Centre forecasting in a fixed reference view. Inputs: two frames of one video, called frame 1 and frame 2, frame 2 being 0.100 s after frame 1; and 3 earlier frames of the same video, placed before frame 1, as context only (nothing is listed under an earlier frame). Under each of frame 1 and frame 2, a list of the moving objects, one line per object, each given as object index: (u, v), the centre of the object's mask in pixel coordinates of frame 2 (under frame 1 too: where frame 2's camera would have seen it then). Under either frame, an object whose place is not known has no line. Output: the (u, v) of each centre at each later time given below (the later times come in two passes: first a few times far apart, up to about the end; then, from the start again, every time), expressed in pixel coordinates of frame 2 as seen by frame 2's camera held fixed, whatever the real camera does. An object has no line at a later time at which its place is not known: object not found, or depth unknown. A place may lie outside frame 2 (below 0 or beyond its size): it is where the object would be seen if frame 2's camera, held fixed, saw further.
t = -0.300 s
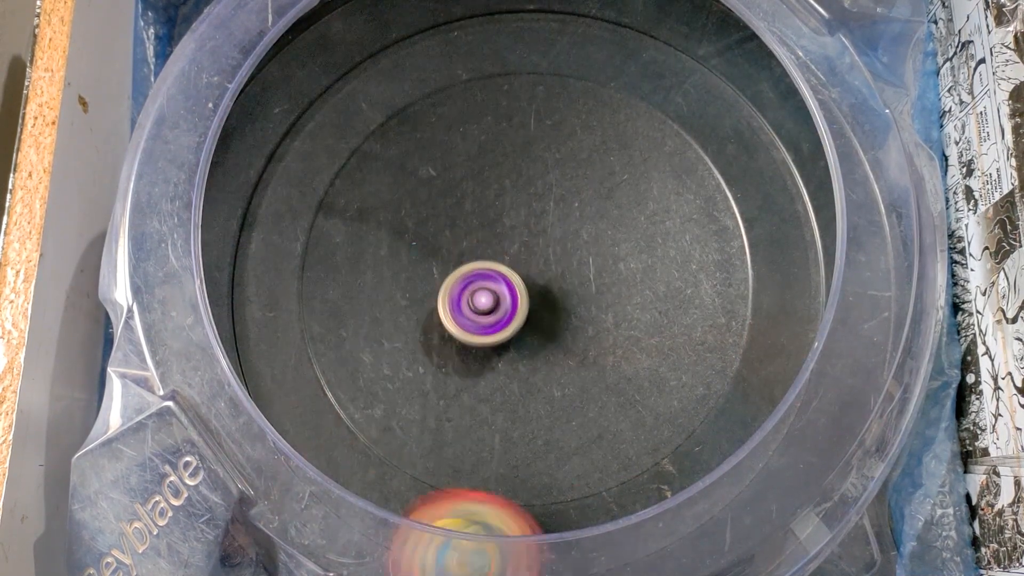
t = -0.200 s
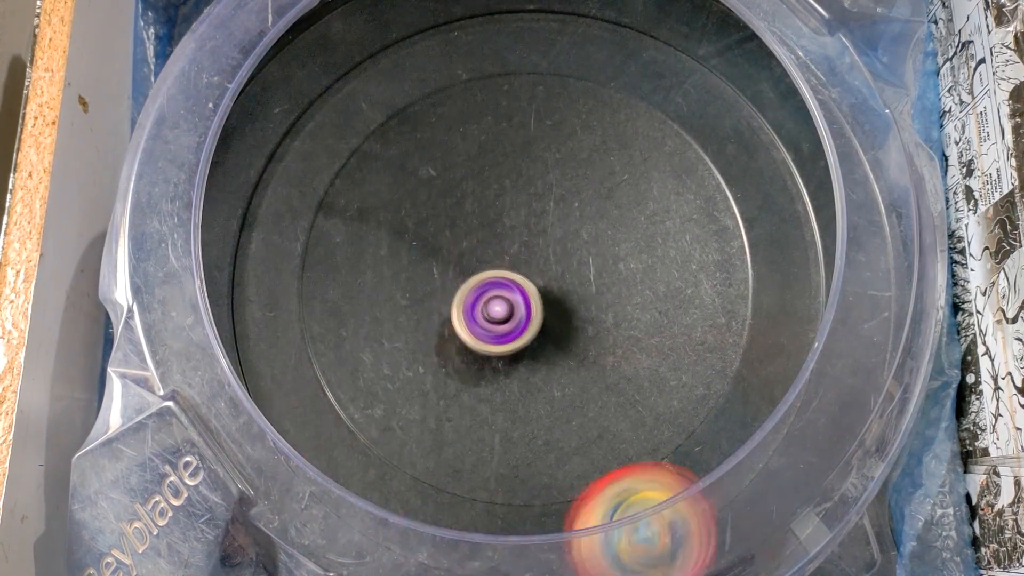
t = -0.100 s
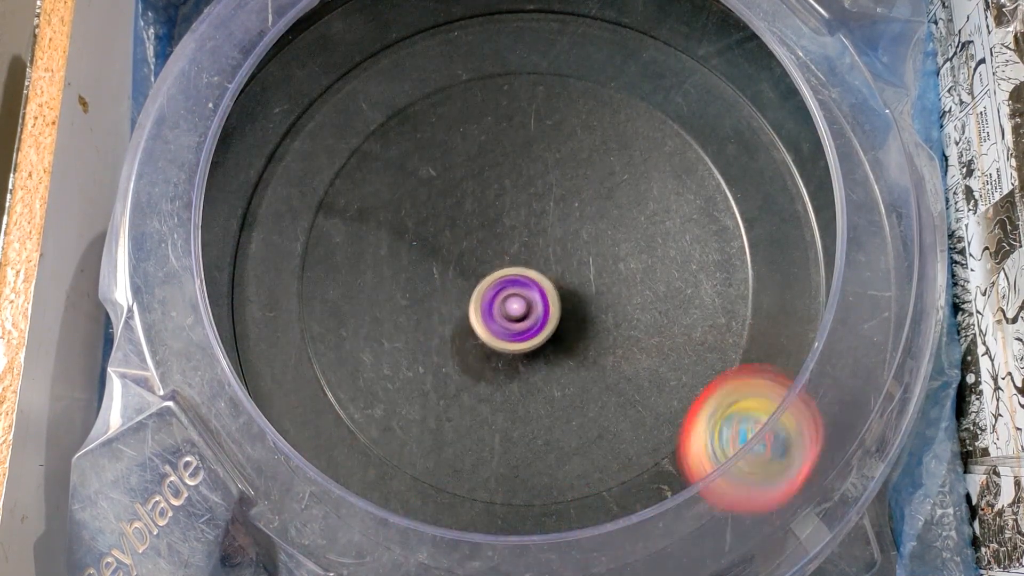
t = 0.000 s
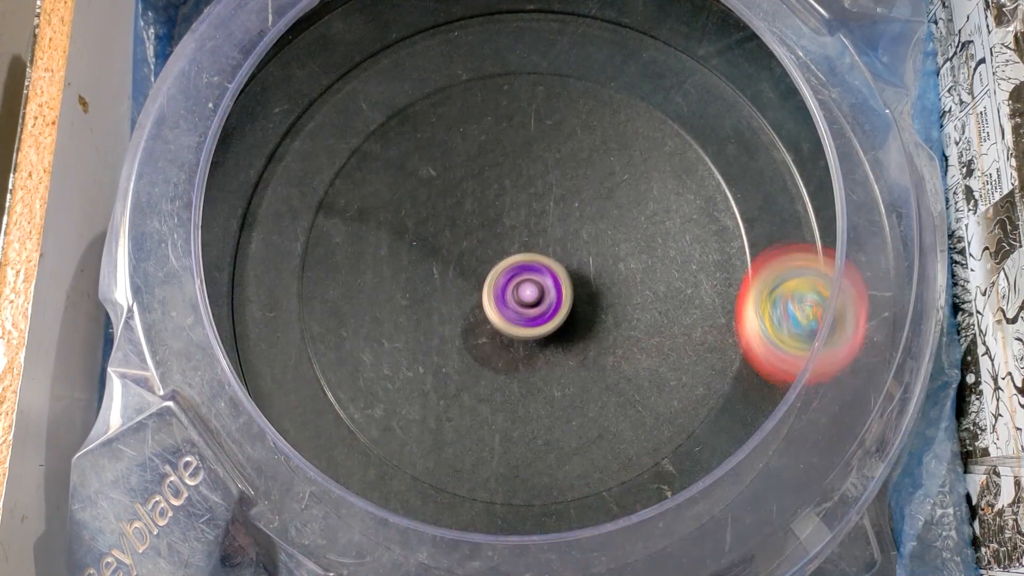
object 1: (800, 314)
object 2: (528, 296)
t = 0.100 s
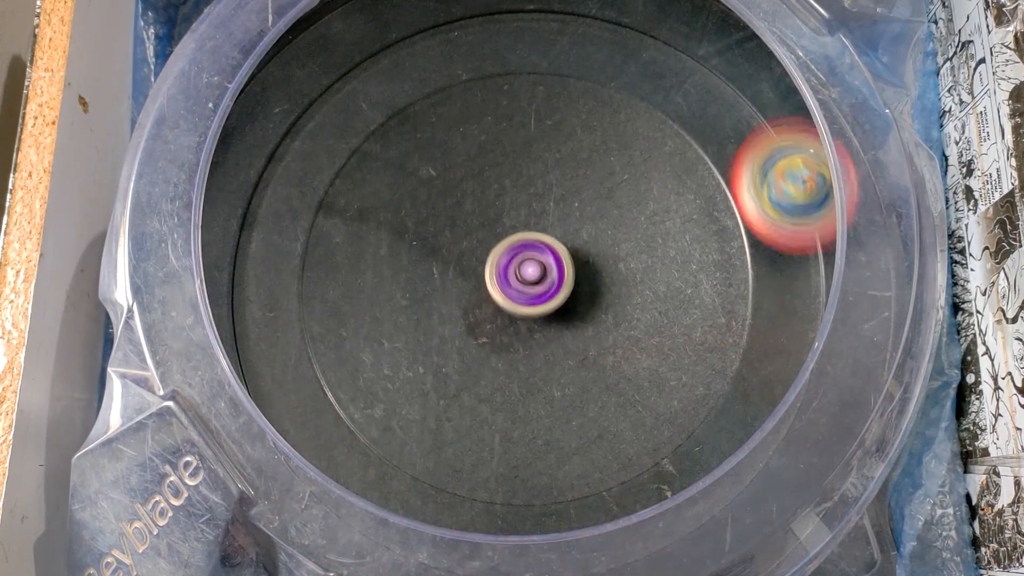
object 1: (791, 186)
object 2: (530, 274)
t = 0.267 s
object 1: (628, 31)
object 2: (508, 251)
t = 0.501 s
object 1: (287, 120)
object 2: (476, 267)
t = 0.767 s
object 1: (337, 503)
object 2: (508, 294)
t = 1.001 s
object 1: (722, 490)
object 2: (538, 263)
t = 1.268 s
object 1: (742, 97)
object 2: (511, 239)
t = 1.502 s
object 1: (412, 36)
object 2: (499, 267)
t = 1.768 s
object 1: (241, 346)
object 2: (534, 286)
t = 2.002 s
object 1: (506, 540)
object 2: (552, 267)
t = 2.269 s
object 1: (790, 366)
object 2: (529, 258)
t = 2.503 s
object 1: (742, 118)
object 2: (515, 279)
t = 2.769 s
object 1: (487, 28)
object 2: (531, 297)
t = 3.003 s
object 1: (262, 176)
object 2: (538, 285)
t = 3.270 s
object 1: (345, 505)
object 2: (517, 279)
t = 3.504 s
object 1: (681, 514)
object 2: (507, 295)
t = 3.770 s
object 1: (803, 212)
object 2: (521, 293)
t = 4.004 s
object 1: (629, 35)
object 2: (512, 277)
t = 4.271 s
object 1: (311, 93)
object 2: (497, 281)
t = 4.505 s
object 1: (247, 372)
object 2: (510, 284)
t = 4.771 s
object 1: (534, 538)
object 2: (512, 266)
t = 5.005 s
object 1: (752, 421)
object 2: (502, 270)
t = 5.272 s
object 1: (734, 157)
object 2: (521, 271)
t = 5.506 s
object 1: (538, 46)
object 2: (519, 260)
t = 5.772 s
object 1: (304, 119)
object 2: (520, 275)
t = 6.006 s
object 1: (246, 347)
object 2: (534, 271)
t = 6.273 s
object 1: (426, 516)
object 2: (526, 268)
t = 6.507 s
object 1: (648, 443)
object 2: (521, 281)
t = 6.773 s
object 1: (658, 149)
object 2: (529, 289)
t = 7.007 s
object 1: (413, 94)
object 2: (527, 282)
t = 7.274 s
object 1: (328, 349)
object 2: (512, 287)
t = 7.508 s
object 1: (571, 433)
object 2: (518, 294)
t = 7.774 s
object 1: (677, 175)
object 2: (516, 279)
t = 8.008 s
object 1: (465, 87)
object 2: (501, 281)
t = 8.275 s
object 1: (347, 310)
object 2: (512, 285)
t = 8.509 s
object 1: (556, 439)
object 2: (514, 271)
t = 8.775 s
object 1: (700, 218)
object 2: (506, 269)
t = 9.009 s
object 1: (498, 114)
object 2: (515, 275)
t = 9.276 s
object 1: (352, 316)
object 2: (521, 262)
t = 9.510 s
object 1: (533, 451)
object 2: (515, 272)
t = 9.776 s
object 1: (672, 241)
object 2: (531, 273)
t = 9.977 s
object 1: (518, 125)
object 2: (531, 269)
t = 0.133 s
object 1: (777, 147)
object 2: (528, 268)
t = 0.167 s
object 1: (751, 107)
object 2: (524, 262)
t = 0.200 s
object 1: (718, 69)
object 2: (519, 257)
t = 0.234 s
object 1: (677, 44)
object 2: (514, 253)
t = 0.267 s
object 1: (628, 31)
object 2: (508, 251)
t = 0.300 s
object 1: (572, 25)
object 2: (501, 250)
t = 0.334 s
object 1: (518, 24)
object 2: (495, 250)
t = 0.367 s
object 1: (461, 27)
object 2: (490, 252)
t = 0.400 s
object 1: (408, 35)
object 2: (485, 254)
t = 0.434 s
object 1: (364, 51)
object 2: (481, 257)
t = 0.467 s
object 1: (321, 80)
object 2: (478, 262)
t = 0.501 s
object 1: (287, 120)
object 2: (476, 267)
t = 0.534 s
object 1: (262, 164)
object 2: (476, 272)
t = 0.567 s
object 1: (248, 213)
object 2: (477, 278)
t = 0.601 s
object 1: (245, 264)
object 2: (480, 283)
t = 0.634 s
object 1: (251, 312)
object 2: (484, 288)
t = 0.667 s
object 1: (248, 372)
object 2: (488, 292)
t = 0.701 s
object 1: (271, 420)
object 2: (494, 294)
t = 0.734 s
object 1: (299, 466)
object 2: (501, 295)
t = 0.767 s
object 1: (337, 503)
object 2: (508, 294)
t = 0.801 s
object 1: (384, 525)
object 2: (516, 293)
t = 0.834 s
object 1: (442, 537)
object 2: (522, 290)
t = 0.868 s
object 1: (502, 541)
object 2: (528, 286)
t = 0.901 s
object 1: (561, 540)
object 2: (532, 280)
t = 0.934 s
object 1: (622, 533)
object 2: (536, 274)
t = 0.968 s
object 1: (676, 519)
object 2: (537, 269)
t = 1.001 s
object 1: (722, 490)
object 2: (538, 263)
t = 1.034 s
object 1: (762, 446)
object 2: (538, 257)
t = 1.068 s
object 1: (791, 396)
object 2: (537, 252)
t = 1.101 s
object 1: (808, 343)
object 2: (534, 247)
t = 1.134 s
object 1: (815, 288)
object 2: (530, 243)
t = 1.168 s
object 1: (810, 236)
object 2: (526, 240)
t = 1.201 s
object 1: (796, 185)
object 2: (521, 239)
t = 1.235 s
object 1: (770, 139)
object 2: (516, 238)
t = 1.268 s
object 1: (742, 97)
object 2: (511, 239)
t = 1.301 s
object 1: (707, 61)
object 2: (507, 241)
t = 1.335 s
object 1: (666, 40)
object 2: (504, 244)
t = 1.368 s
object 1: (618, 30)
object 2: (502, 248)
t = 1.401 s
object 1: (566, 24)
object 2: (500, 252)
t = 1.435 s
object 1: (514, 24)
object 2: (499, 257)
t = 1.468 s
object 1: (460, 27)
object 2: (499, 262)
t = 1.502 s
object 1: (412, 36)
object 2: (499, 267)
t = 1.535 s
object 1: (367, 48)
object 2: (501, 272)
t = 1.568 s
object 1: (327, 75)
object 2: (503, 276)
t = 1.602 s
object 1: (293, 111)
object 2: (507, 280)
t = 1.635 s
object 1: (268, 153)
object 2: (512, 283)
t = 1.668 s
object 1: (247, 197)
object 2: (517, 286)
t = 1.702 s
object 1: (245, 245)
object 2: (523, 287)
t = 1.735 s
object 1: (235, 296)
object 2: (529, 287)
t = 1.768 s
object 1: (241, 346)
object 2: (534, 286)
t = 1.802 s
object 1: (256, 394)
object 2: (538, 284)
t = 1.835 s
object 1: (282, 438)
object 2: (542, 282)
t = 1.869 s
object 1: (310, 479)
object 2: (546, 280)
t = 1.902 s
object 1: (351, 511)
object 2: (549, 277)
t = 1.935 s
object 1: (397, 528)
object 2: (552, 274)
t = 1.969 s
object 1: (451, 536)
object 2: (553, 270)
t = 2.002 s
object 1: (506, 540)
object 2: (552, 267)
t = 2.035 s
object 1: (564, 537)
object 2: (552, 264)
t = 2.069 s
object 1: (617, 531)
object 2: (550, 261)
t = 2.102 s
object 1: (660, 519)
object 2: (547, 259)
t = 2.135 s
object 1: (698, 500)
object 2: (544, 257)
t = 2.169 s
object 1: (729, 471)
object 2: (540, 256)
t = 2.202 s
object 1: (755, 439)
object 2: (537, 256)
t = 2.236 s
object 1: (776, 402)
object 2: (533, 257)
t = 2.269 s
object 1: (790, 366)
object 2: (529, 258)
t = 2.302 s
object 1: (799, 327)
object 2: (526, 260)
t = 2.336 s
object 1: (802, 289)
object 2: (523, 262)
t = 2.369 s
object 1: (799, 250)
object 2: (519, 264)
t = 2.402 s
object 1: (786, 214)
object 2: (517, 268)
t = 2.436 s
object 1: (777, 181)
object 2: (515, 271)
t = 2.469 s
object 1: (763, 149)
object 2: (515, 275)
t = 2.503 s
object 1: (742, 118)
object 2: (515, 279)
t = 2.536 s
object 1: (718, 92)
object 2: (515, 283)
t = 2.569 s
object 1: (690, 68)
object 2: (516, 287)
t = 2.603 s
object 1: (661, 51)
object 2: (517, 290)
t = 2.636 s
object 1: (629, 40)
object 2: (520, 293)
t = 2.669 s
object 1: (597, 33)
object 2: (522, 296)
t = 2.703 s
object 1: (560, 29)
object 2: (525, 297)
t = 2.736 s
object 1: (525, 27)
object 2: (528, 297)
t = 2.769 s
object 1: (487, 28)
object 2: (531, 297)
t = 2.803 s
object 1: (451, 30)
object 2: (533, 296)
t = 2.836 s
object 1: (412, 37)
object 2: (535, 295)
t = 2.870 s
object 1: (375, 49)
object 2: (537, 293)
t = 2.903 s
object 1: (339, 72)
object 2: (538, 292)
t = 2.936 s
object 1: (306, 102)
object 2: (538, 289)
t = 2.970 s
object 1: (280, 136)
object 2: (538, 287)
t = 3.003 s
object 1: (262, 176)
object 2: (538, 285)
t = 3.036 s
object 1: (250, 217)
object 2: (536, 283)
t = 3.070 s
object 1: (246, 259)
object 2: (534, 281)
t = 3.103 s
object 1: (250, 301)
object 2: (532, 280)
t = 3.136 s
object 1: (245, 351)
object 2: (529, 279)
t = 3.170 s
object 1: (260, 393)
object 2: (526, 278)
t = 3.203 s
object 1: (281, 434)
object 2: (524, 278)
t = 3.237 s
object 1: (309, 472)
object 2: (520, 278)
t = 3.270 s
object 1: (345, 505)
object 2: (517, 279)
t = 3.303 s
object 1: (386, 523)
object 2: (514, 280)
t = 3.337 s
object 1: (434, 533)
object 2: (511, 282)
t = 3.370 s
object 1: (484, 538)
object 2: (508, 284)
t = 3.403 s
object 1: (536, 539)
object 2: (507, 287)
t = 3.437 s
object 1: (586, 536)
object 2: (506, 290)
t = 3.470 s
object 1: (635, 528)
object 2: (506, 293)
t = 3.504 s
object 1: (681, 514)
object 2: (507, 295)
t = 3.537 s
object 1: (719, 489)
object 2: (508, 297)
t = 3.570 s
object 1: (752, 455)
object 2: (510, 298)
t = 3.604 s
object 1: (778, 416)
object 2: (513, 299)
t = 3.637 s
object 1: (797, 377)
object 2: (515, 299)
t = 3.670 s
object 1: (809, 336)
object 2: (517, 298)
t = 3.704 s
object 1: (813, 294)
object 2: (519, 297)
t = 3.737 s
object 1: (811, 252)
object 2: (520, 295)
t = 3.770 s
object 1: (803, 212)
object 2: (521, 293)
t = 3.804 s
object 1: (783, 177)
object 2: (521, 291)
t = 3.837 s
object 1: (770, 144)
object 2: (521, 288)
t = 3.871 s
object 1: (750, 112)
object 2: (520, 285)
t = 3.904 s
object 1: (728, 84)
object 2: (519, 282)
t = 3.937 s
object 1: (700, 60)
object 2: (517, 280)
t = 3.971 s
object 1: (666, 44)
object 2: (515, 278)
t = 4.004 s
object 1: (629, 35)
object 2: (512, 277)
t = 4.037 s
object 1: (587, 29)
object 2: (509, 275)
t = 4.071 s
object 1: (544, 26)
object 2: (507, 275)
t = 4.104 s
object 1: (500, 26)
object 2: (504, 275)
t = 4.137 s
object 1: (457, 29)
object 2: (502, 276)
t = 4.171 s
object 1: (416, 35)
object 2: (500, 277)
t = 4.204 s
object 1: (378, 46)
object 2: (498, 278)
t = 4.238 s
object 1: (343, 65)
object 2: (498, 279)
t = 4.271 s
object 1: (311, 93)
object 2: (497, 281)
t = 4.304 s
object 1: (284, 125)
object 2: (498, 283)
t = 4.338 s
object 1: (264, 162)
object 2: (499, 285)
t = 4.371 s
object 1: (250, 200)
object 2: (500, 286)
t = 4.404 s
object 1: (244, 240)
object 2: (503, 286)
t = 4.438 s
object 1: (244, 281)
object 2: (505, 286)
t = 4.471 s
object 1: (236, 327)
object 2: (508, 285)
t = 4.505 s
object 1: (247, 372)
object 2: (510, 284)
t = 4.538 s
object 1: (266, 412)
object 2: (512, 282)
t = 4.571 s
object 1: (287, 451)
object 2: (513, 280)
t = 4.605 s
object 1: (315, 485)
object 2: (514, 277)
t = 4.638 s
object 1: (351, 511)
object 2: (514, 274)
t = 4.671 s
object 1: (392, 526)
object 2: (514, 271)
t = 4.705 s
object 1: (440, 535)
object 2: (514, 269)
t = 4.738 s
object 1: (486, 538)
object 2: (513, 267)
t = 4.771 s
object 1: (534, 538)
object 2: (512, 266)
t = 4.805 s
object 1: (577, 535)
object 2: (510, 265)
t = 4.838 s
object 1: (616, 529)
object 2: (508, 265)
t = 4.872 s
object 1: (650, 519)
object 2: (506, 265)
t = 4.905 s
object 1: (682, 505)
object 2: (504, 266)
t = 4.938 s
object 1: (709, 479)
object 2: (503, 267)
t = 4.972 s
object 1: (732, 451)
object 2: (502, 269)
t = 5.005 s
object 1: (752, 421)
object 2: (502, 270)
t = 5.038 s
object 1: (767, 387)
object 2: (503, 272)
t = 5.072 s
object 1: (776, 354)
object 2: (505, 273)
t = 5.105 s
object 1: (780, 319)
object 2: (508, 274)
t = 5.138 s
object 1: (778, 284)
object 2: (510, 275)
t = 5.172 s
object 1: (774, 250)
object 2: (513, 275)
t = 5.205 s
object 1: (766, 218)
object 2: (516, 274)
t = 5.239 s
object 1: (752, 187)
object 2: (519, 273)
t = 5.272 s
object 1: (734, 157)
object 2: (521, 271)
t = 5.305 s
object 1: (713, 131)
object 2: (523, 269)
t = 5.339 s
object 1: (688, 107)
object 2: (524, 266)
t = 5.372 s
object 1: (661, 87)
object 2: (524, 264)
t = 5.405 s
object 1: (631, 71)
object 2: (523, 261)
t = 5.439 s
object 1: (602, 59)
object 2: (523, 260)
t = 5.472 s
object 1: (571, 50)
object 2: (521, 260)
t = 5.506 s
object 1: (538, 46)
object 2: (519, 260)
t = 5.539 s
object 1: (505, 44)
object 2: (517, 261)
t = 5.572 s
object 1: (473, 45)
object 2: (515, 262)
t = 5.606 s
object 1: (442, 49)
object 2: (514, 264)
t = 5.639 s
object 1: (411, 55)
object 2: (514, 266)
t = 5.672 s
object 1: (381, 67)
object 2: (514, 269)
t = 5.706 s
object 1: (353, 82)
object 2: (515, 272)
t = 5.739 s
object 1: (328, 99)
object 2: (517, 273)
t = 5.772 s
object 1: (304, 119)
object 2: (520, 275)
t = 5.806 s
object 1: (282, 142)
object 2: (523, 275)
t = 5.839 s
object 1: (266, 167)
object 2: (525, 275)
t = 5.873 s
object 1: (254, 196)
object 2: (528, 275)
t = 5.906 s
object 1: (246, 230)
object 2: (530, 274)
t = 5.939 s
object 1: (246, 268)
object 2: (531, 273)
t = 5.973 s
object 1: (250, 303)
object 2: (532, 272)
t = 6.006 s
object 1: (246, 347)
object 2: (534, 271)
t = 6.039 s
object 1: (257, 383)
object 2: (534, 269)
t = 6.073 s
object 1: (272, 414)
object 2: (535, 268)
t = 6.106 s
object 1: (292, 440)
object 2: (534, 268)
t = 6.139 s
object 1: (313, 461)
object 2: (533, 267)
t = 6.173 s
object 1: (337, 482)
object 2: (531, 267)
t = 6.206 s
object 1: (365, 497)
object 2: (530, 267)
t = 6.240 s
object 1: (394, 510)
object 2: (528, 267)
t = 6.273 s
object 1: (426, 516)
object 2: (526, 268)
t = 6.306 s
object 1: (459, 518)
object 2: (525, 268)
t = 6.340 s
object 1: (492, 518)
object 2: (523, 269)
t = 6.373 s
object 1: (525, 513)
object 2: (521, 271)
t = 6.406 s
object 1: (556, 506)
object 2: (520, 273)
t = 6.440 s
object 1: (586, 479)
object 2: (520, 276)
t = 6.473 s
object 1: (615, 465)
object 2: (520, 278)
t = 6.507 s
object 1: (648, 443)
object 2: (521, 281)
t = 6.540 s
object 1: (677, 414)
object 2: (521, 283)
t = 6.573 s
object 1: (699, 377)
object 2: (522, 285)
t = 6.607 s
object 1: (711, 337)
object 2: (523, 286)
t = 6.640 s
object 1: (715, 296)
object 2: (525, 287)
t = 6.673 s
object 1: (712, 255)
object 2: (526, 288)
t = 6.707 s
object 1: (700, 216)
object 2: (527, 289)
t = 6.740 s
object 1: (682, 181)
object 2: (528, 289)
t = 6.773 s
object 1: (658, 149)
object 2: (529, 289)
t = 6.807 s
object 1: (628, 123)
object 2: (530, 288)
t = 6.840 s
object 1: (596, 103)
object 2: (531, 287)
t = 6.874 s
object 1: (560, 88)
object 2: (531, 286)
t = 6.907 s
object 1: (524, 80)
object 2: (531, 285)
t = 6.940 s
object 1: (486, 78)
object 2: (530, 284)
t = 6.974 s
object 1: (449, 83)
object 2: (529, 283)
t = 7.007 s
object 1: (413, 94)
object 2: (527, 282)
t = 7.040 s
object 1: (381, 112)
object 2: (525, 281)
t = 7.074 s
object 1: (354, 140)
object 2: (523, 280)
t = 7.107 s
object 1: (332, 173)
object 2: (520, 280)
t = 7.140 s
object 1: (316, 207)
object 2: (518, 281)
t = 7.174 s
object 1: (307, 242)
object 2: (515, 283)
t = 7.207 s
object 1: (306, 279)
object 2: (514, 284)
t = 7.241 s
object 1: (313, 314)
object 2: (513, 286)
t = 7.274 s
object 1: (328, 349)
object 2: (512, 287)
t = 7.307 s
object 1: (349, 381)
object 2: (512, 289)
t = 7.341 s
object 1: (378, 407)
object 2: (512, 290)
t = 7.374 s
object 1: (412, 428)
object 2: (513, 292)
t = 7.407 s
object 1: (450, 440)
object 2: (514, 293)
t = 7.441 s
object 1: (491, 445)
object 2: (515, 294)
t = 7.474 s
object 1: (531, 444)
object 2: (516, 294)
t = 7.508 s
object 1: (571, 433)
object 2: (518, 294)
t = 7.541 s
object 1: (609, 416)
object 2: (519, 293)
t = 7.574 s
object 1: (641, 391)
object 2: (521, 292)
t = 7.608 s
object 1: (667, 359)
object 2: (522, 290)
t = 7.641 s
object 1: (685, 324)
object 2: (521, 287)
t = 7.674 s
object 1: (695, 286)
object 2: (521, 285)
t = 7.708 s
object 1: (697, 247)
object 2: (520, 282)
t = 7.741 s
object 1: (691, 210)
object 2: (518, 280)
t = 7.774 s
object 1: (677, 175)
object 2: (516, 279)
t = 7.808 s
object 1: (658, 144)
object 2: (513, 278)
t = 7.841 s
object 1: (632, 119)
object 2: (511, 278)
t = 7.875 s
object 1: (602, 98)
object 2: (508, 278)
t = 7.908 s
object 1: (570, 85)
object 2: (506, 278)
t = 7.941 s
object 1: (534, 78)
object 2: (504, 279)
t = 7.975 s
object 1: (499, 79)
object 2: (503, 280)
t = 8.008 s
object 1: (465, 87)
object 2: (501, 281)
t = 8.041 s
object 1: (433, 100)
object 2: (501, 283)
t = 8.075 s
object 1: (404, 120)
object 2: (502, 285)
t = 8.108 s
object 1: (379, 145)
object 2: (503, 286)
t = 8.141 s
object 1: (359, 174)
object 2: (505, 287)
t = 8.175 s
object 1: (347, 206)
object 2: (506, 287)
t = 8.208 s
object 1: (340, 240)
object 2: (509, 287)
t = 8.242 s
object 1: (339, 275)
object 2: (510, 287)
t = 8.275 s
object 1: (347, 310)
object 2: (512, 285)
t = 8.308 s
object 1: (362, 344)
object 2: (513, 283)
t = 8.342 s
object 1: (383, 375)
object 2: (514, 281)
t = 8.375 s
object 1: (409, 401)
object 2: (515, 279)
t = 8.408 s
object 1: (442, 421)
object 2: (515, 277)
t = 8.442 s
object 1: (479, 435)
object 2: (515, 275)
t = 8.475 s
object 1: (517, 442)
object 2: (515, 273)
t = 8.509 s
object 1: (556, 439)
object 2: (514, 271)
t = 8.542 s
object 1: (595, 430)
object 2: (514, 269)
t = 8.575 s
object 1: (631, 414)
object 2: (513, 268)
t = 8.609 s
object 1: (661, 390)
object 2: (511, 268)
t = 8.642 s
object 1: (684, 361)
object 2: (510, 267)
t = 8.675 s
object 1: (700, 326)
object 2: (508, 267)
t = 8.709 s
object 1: (708, 290)
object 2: (507, 267)
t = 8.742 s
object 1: (708, 253)
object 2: (506, 268)
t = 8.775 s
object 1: (700, 218)
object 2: (506, 269)
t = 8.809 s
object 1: (684, 187)
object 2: (505, 270)
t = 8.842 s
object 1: (662, 159)
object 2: (506, 271)
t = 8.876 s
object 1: (635, 137)
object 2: (507, 273)
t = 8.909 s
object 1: (602, 121)
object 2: (508, 274)
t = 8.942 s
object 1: (568, 112)
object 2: (510, 275)
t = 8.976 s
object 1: (533, 109)
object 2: (513, 275)
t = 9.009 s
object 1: (498, 114)
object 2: (515, 275)
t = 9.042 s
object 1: (464, 124)
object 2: (518, 274)
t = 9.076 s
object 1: (432, 140)
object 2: (520, 273)
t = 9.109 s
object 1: (405, 160)
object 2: (522, 271)
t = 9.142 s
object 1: (383, 187)
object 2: (523, 269)
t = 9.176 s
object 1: (366, 217)
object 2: (524, 266)
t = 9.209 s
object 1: (354, 248)
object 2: (523, 264)
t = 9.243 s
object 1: (349, 282)
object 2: (523, 262)
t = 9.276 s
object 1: (352, 316)
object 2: (521, 262)
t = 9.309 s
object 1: (362, 348)
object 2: (519, 261)
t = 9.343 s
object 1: (378, 379)
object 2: (517, 262)
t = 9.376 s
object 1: (400, 407)
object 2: (516, 263)
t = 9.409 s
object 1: (429, 428)
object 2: (514, 265)
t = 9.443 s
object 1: (461, 443)
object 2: (514, 267)
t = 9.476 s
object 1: (497, 451)
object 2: (514, 270)
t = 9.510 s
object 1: (533, 451)
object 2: (515, 272)
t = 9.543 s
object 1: (570, 443)
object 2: (517, 274)
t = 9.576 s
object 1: (604, 427)
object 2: (519, 275)
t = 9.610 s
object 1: (633, 406)
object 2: (521, 276)
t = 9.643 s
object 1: (656, 378)
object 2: (524, 276)
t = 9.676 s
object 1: (672, 345)
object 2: (526, 276)
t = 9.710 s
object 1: (680, 310)
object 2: (528, 275)
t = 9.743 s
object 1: (680, 275)
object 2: (530, 274)
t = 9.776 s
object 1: (672, 241)
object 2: (531, 273)
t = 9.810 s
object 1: (658, 209)
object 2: (532, 272)
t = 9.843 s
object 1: (638, 181)
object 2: (532, 271)
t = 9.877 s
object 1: (613, 158)
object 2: (532, 271)
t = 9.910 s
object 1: (583, 142)
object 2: (532, 270)
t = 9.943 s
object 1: (551, 130)
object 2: (532, 270)
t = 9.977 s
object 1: (518, 125)
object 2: (531, 269)
